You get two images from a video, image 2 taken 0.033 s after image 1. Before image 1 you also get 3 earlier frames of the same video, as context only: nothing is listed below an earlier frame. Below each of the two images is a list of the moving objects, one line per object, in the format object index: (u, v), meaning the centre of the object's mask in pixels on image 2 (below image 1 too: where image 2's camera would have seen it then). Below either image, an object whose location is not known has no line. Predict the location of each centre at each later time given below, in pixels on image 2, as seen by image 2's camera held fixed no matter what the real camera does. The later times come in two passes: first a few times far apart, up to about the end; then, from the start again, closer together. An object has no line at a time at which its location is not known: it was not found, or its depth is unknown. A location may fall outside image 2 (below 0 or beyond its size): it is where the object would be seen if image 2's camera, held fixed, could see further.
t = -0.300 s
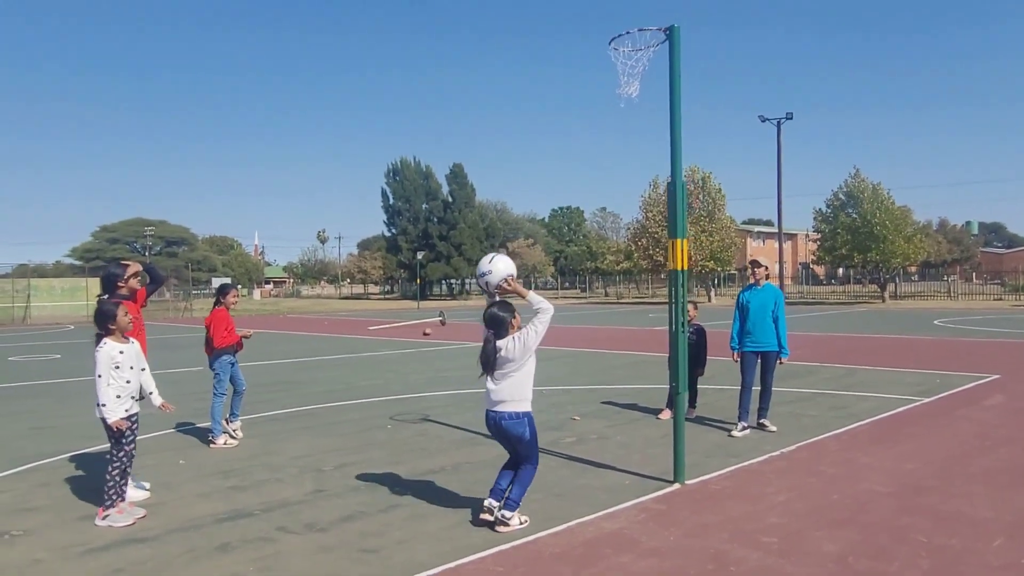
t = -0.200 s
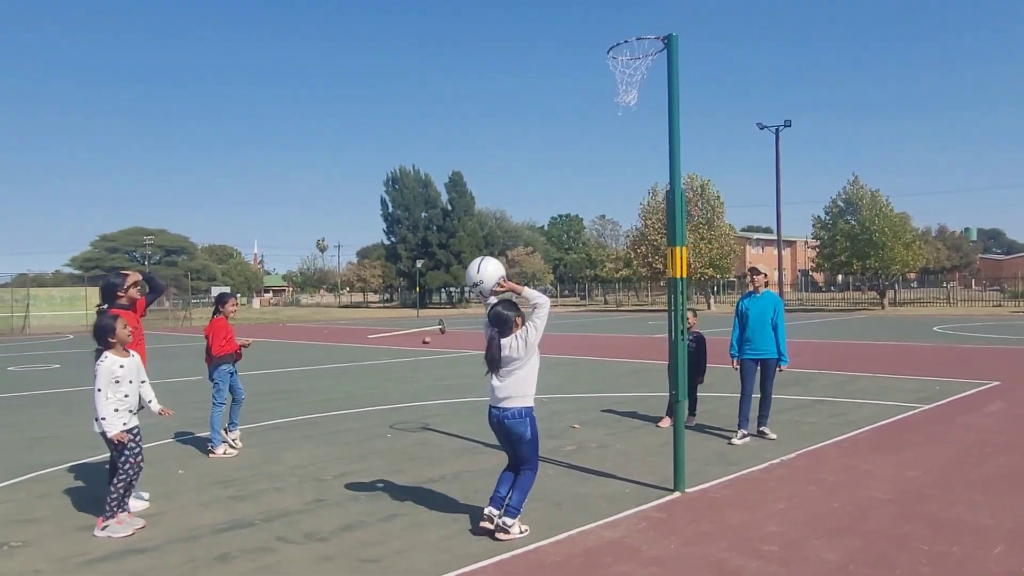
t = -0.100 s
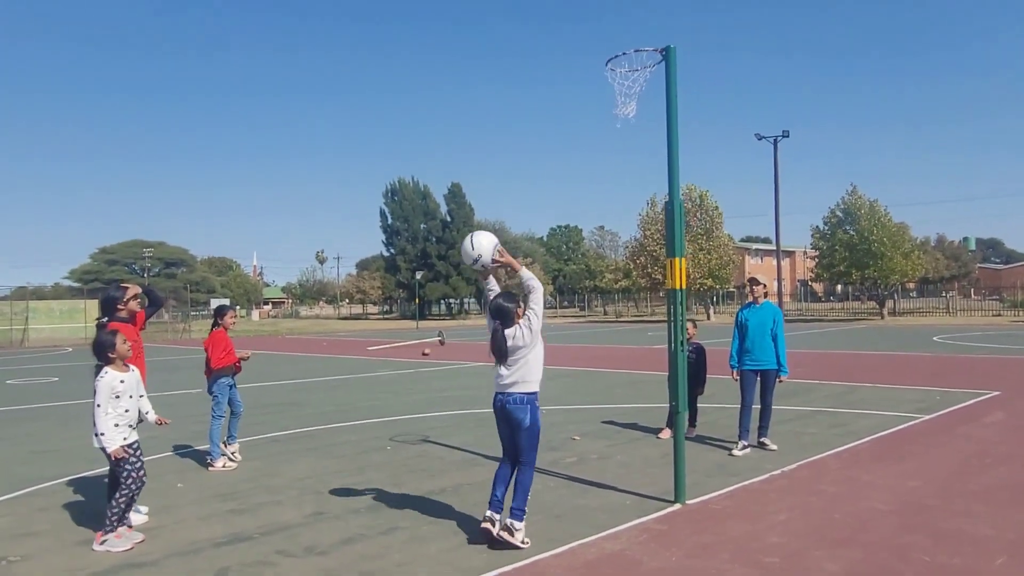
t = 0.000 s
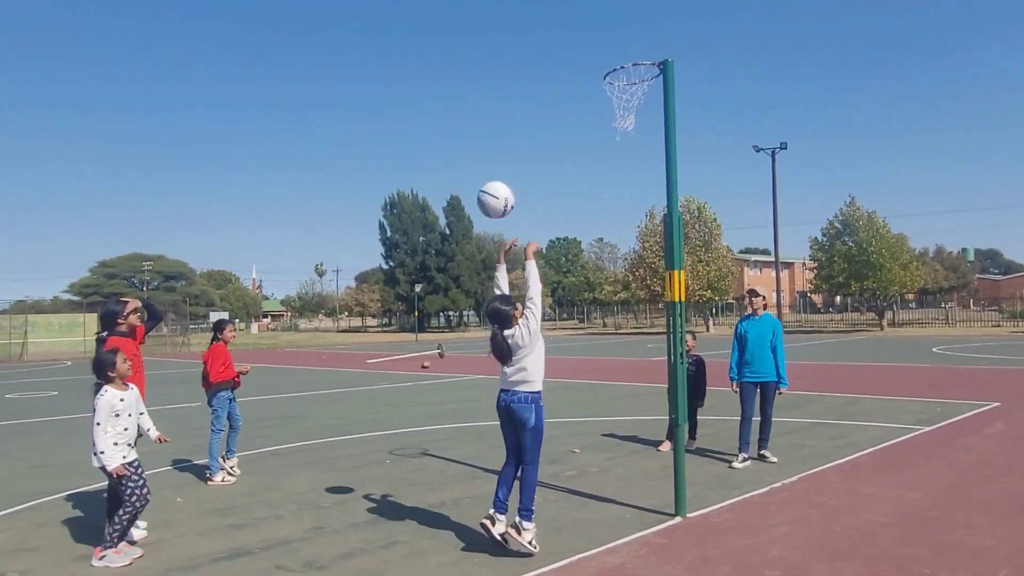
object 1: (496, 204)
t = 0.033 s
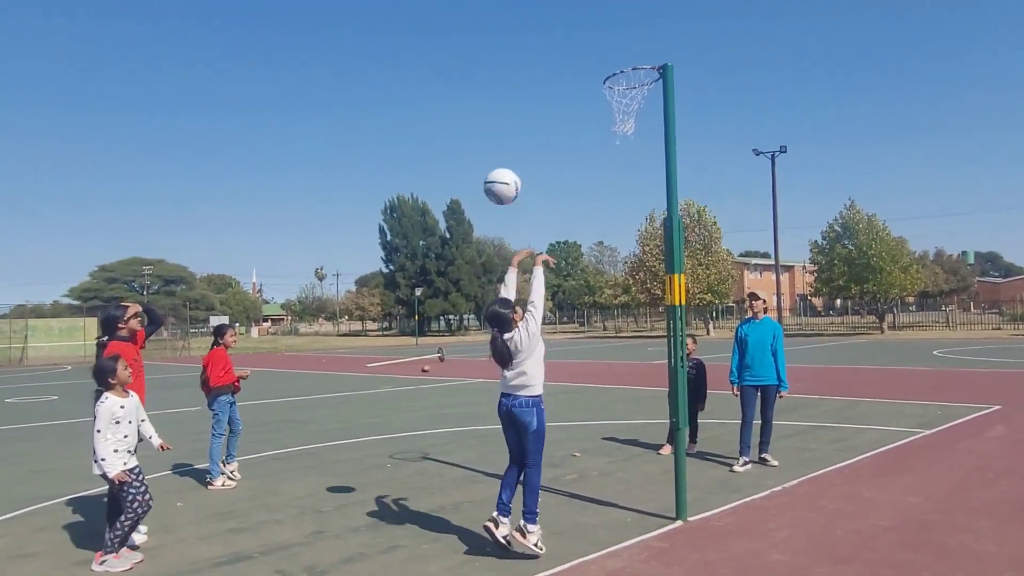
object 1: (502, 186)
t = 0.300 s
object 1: (542, 125)
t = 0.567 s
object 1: (573, 166)
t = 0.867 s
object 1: (596, 301)
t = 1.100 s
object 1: (610, 453)
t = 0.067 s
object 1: (508, 171)
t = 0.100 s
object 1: (514, 158)
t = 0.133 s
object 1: (519, 148)
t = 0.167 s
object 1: (524, 140)
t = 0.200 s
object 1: (529, 133)
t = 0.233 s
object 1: (533, 128)
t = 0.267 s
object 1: (538, 126)
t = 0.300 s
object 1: (542, 125)
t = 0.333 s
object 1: (546, 125)
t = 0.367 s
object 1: (550, 127)
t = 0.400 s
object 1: (555, 130)
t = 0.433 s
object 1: (559, 135)
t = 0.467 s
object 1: (562, 141)
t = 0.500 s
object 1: (566, 148)
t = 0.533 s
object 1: (569, 156)
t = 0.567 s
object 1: (573, 166)
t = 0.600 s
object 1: (576, 176)
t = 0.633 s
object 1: (579, 188)
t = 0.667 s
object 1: (582, 201)
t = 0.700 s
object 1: (585, 215)
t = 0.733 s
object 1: (587, 230)
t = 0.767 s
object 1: (590, 246)
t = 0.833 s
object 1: (594, 281)
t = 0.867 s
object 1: (596, 301)
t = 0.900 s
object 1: (598, 320)
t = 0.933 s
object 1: (601, 340)
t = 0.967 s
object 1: (603, 361)
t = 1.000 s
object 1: (605, 382)
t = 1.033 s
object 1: (607, 405)
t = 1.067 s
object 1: (608, 429)
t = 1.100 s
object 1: (610, 453)
